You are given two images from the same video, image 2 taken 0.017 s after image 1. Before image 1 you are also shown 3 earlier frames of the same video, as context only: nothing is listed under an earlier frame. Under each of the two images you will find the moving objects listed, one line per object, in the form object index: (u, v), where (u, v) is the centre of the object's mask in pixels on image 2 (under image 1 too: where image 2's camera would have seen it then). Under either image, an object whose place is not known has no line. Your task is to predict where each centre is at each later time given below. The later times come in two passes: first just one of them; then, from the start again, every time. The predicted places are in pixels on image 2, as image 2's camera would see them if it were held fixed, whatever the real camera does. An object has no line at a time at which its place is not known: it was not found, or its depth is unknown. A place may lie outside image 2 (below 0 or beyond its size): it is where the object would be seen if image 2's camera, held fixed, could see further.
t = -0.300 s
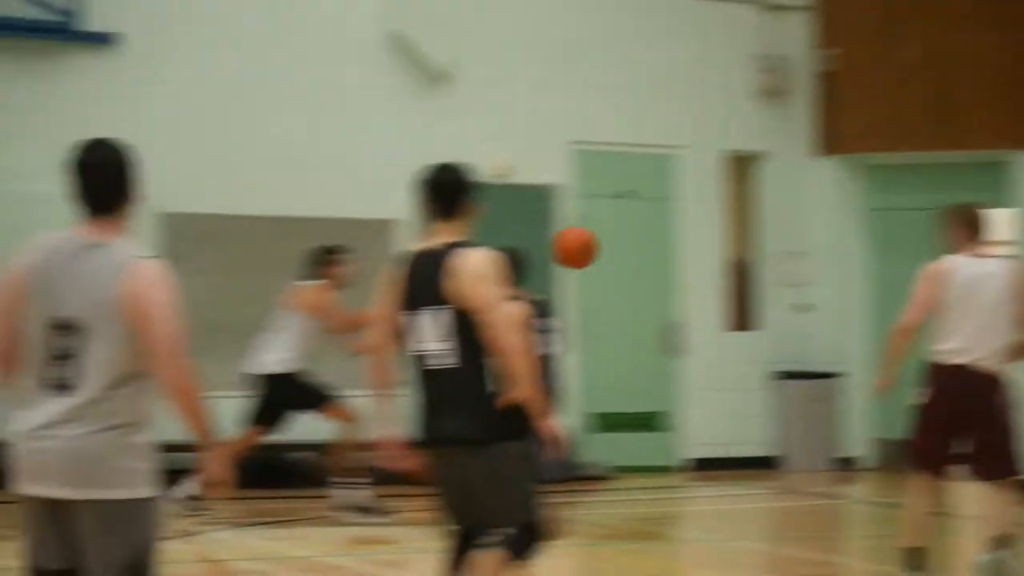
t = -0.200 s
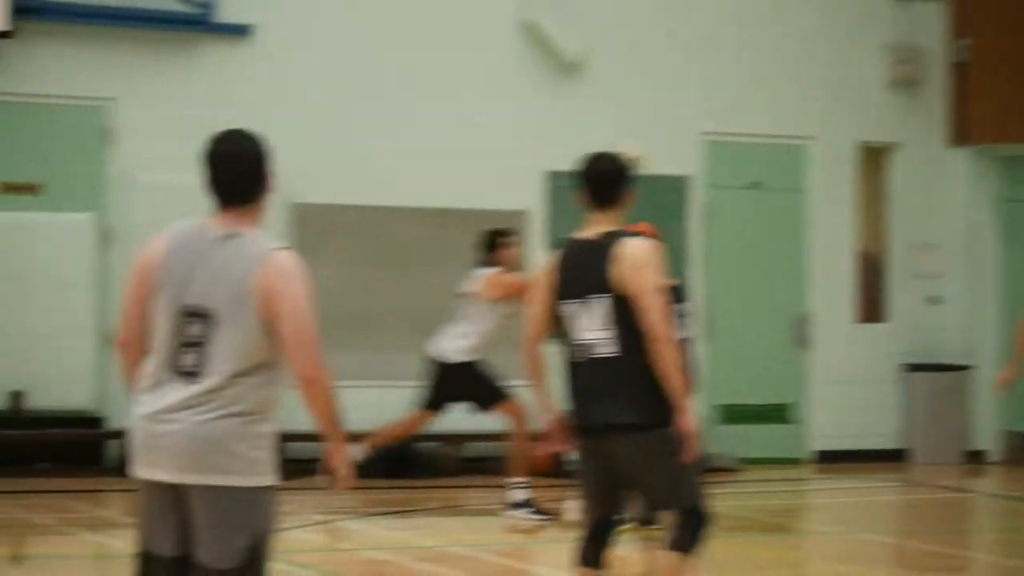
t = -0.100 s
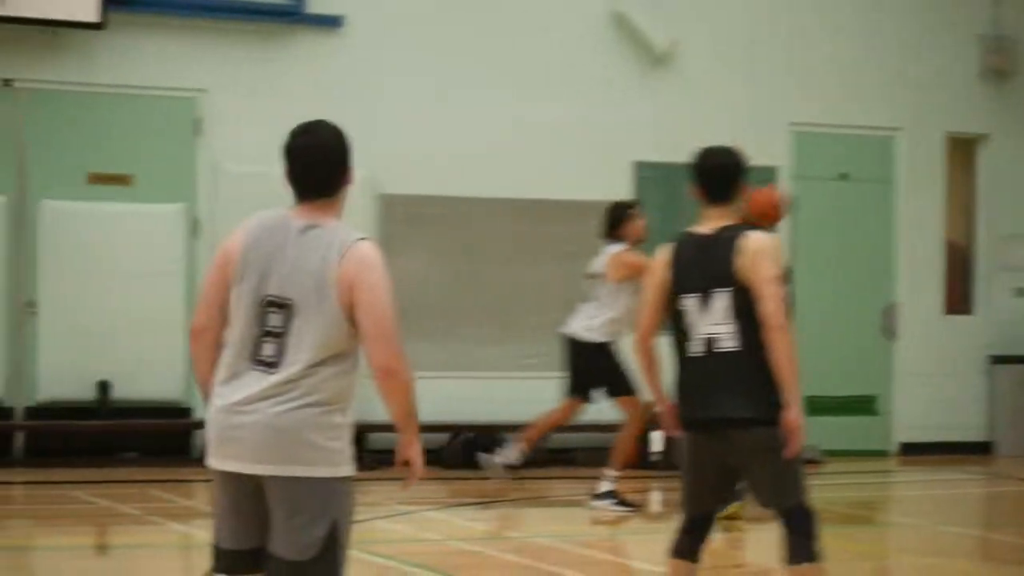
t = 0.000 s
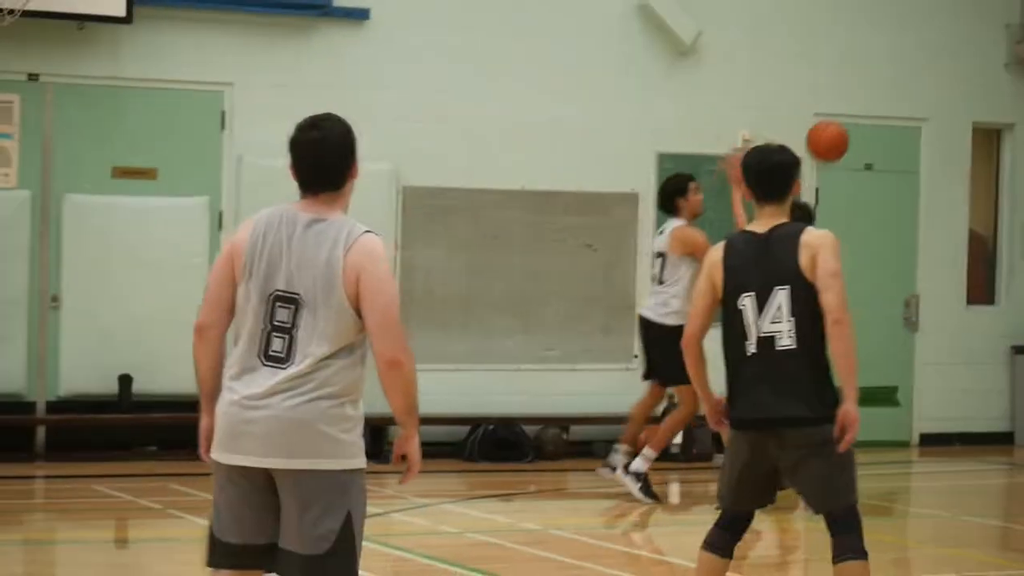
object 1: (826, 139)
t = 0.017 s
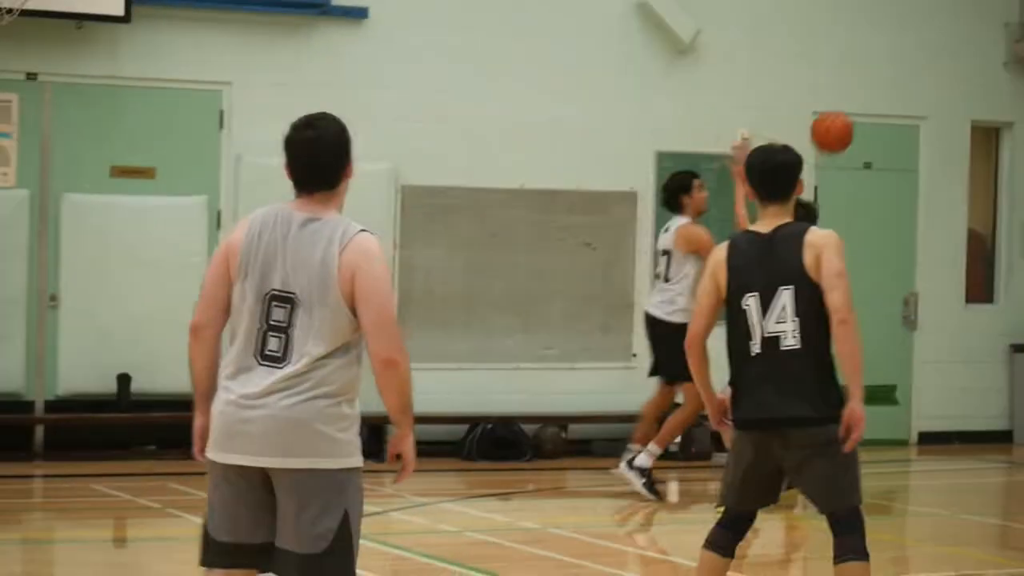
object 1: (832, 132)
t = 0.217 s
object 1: (911, 74)
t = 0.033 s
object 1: (838, 125)
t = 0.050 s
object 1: (845, 118)
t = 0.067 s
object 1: (852, 112)
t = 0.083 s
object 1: (858, 106)
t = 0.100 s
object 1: (865, 100)
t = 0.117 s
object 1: (872, 94)
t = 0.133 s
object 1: (878, 90)
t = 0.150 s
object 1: (885, 86)
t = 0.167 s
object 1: (891, 83)
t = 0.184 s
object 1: (898, 79)
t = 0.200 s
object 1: (905, 76)
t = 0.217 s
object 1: (911, 74)
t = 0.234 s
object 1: (917, 72)
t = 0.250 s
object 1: (923, 71)
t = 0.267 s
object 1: (928, 71)
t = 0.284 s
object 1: (934, 71)
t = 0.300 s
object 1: (939, 71)
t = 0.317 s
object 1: (945, 72)
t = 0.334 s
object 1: (950, 73)
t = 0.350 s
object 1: (955, 75)
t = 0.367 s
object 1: (962, 77)
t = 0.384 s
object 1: (968, 79)
